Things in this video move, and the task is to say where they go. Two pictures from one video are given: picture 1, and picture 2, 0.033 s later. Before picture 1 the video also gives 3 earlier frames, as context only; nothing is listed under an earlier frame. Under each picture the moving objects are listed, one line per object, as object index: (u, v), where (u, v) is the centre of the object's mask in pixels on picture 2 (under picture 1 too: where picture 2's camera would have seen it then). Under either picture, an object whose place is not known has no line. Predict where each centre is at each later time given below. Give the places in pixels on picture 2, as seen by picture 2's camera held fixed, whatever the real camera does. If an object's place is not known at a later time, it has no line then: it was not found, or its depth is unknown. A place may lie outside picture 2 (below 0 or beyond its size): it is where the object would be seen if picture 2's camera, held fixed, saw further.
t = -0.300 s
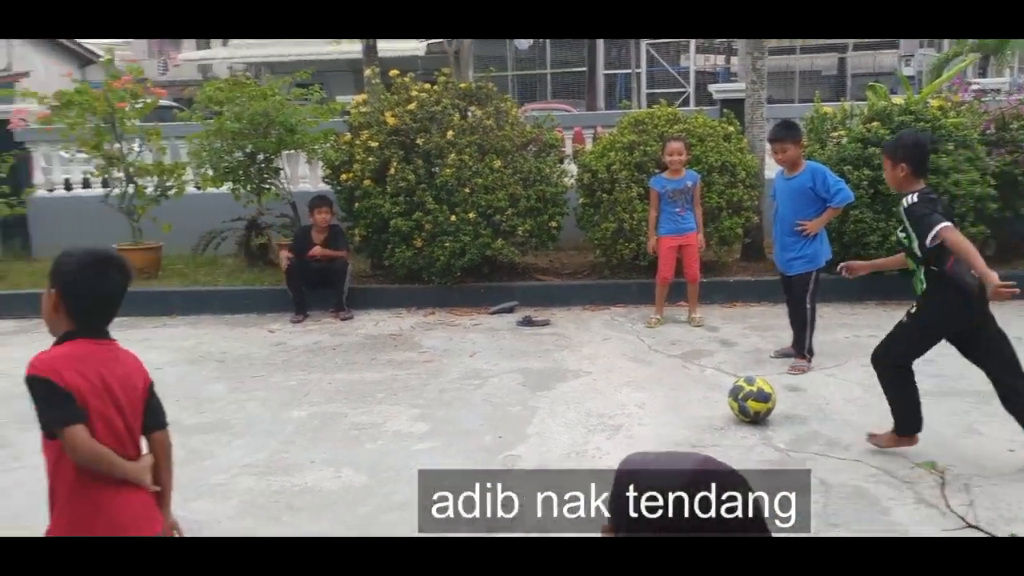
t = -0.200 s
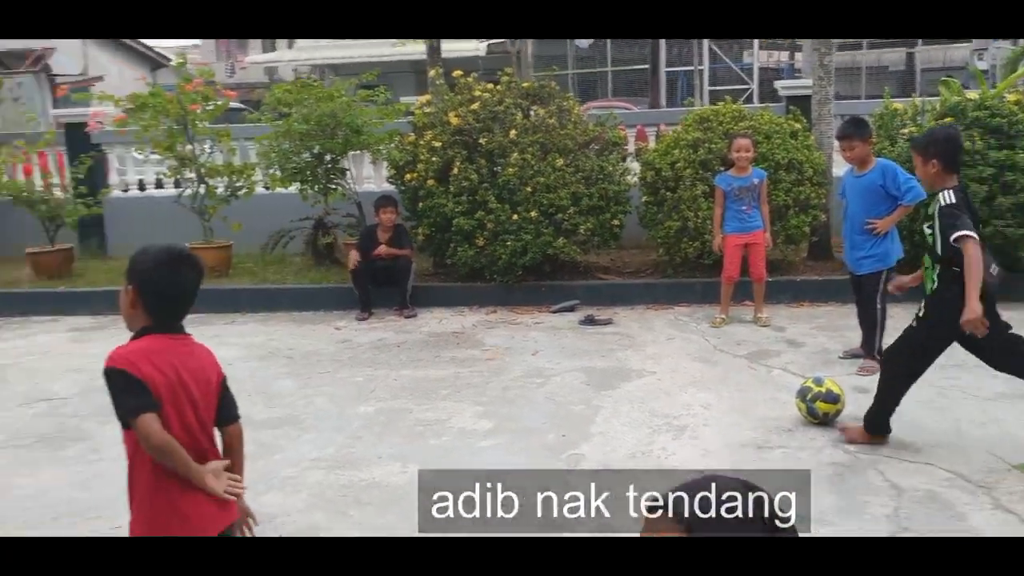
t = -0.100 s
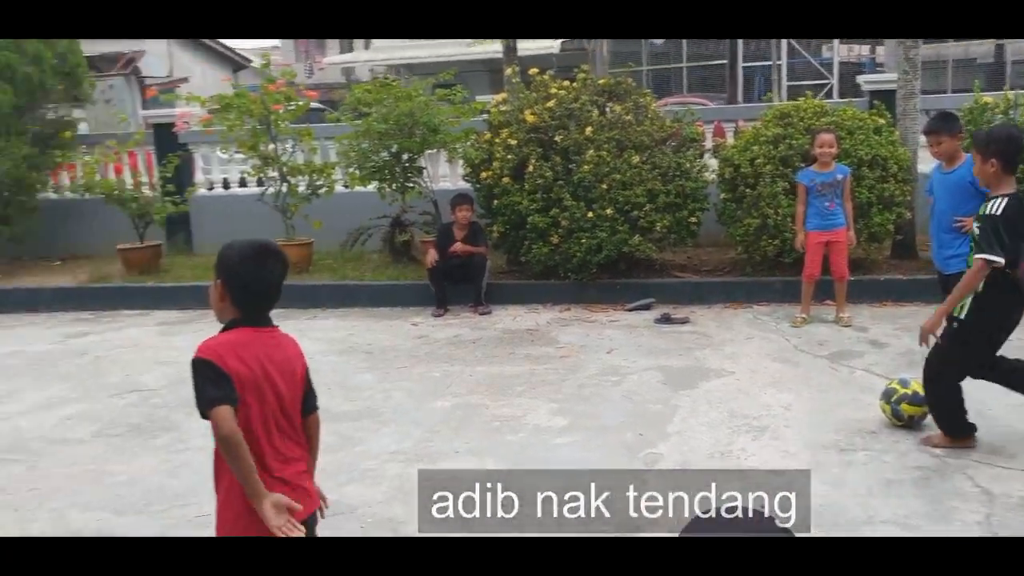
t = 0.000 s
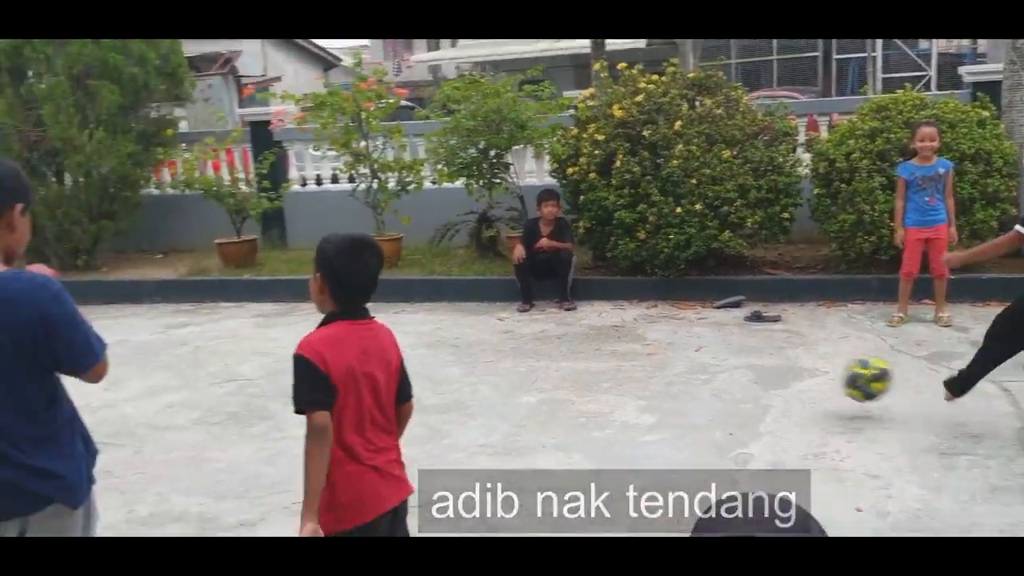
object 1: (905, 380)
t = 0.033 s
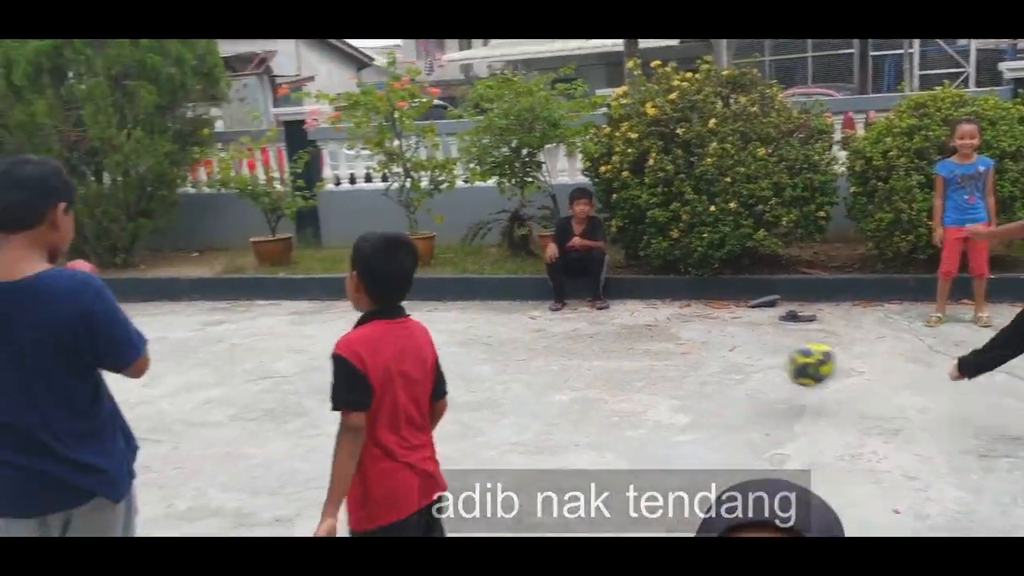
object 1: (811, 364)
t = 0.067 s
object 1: (724, 351)
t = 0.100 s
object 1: (642, 341)
